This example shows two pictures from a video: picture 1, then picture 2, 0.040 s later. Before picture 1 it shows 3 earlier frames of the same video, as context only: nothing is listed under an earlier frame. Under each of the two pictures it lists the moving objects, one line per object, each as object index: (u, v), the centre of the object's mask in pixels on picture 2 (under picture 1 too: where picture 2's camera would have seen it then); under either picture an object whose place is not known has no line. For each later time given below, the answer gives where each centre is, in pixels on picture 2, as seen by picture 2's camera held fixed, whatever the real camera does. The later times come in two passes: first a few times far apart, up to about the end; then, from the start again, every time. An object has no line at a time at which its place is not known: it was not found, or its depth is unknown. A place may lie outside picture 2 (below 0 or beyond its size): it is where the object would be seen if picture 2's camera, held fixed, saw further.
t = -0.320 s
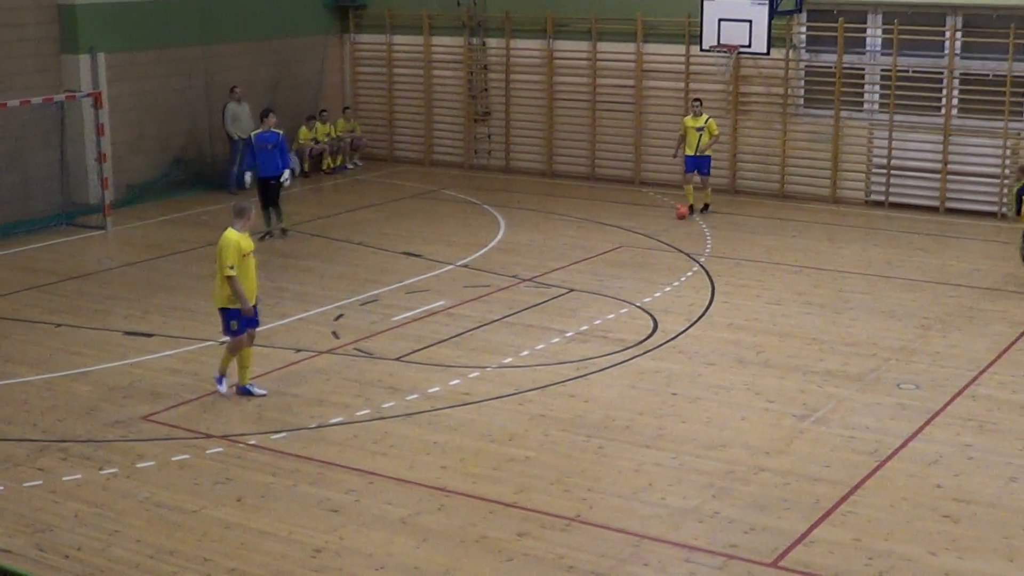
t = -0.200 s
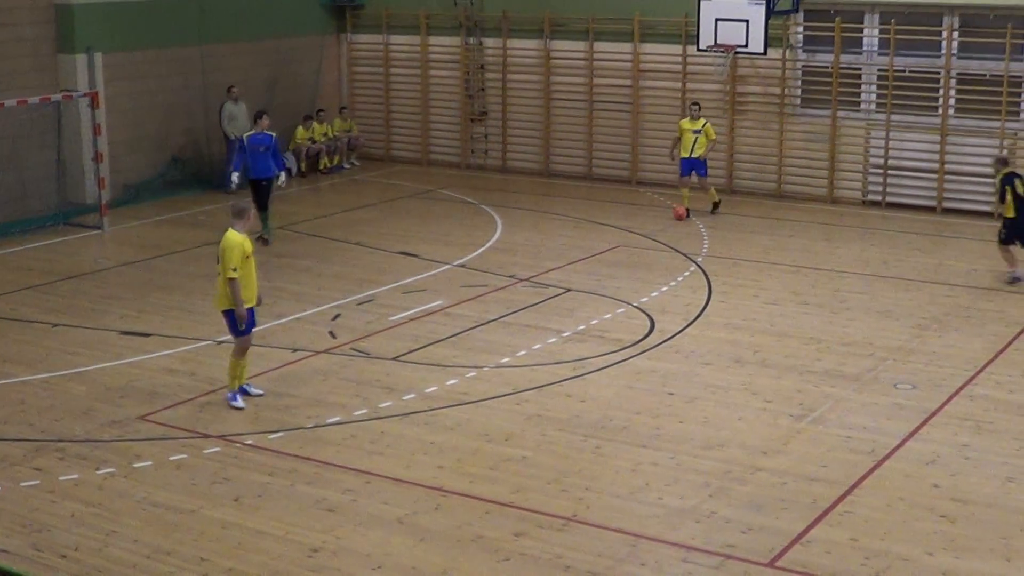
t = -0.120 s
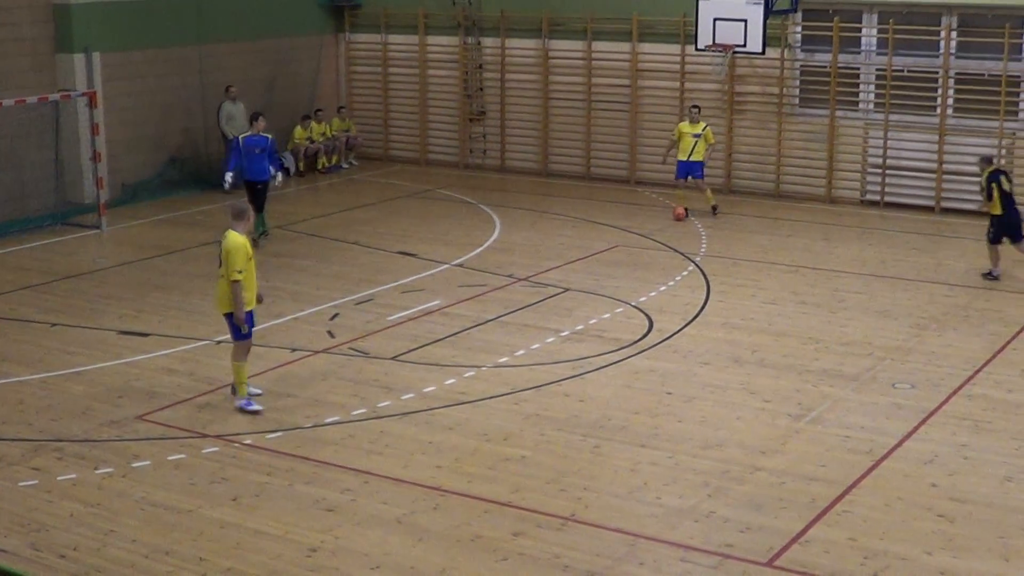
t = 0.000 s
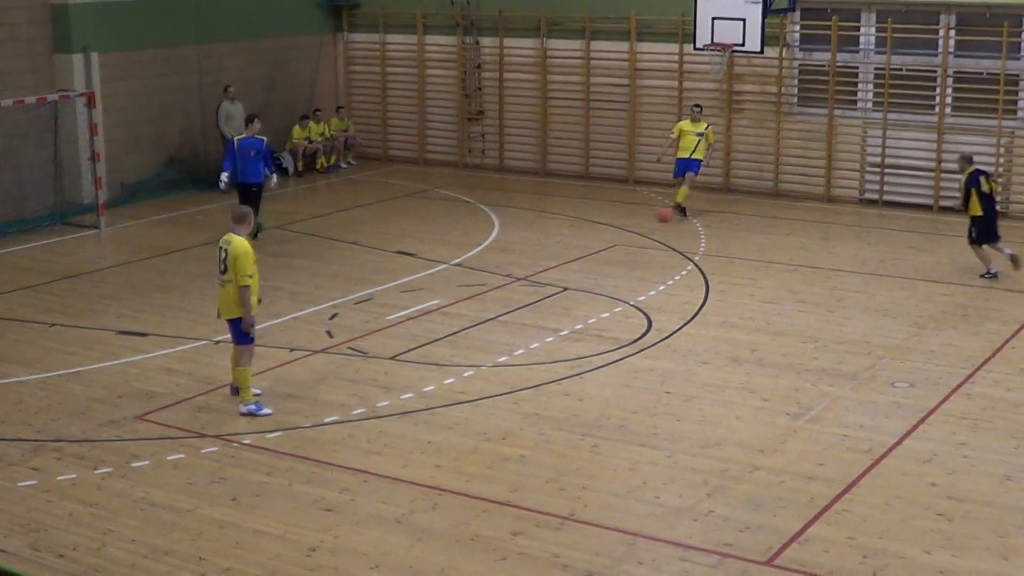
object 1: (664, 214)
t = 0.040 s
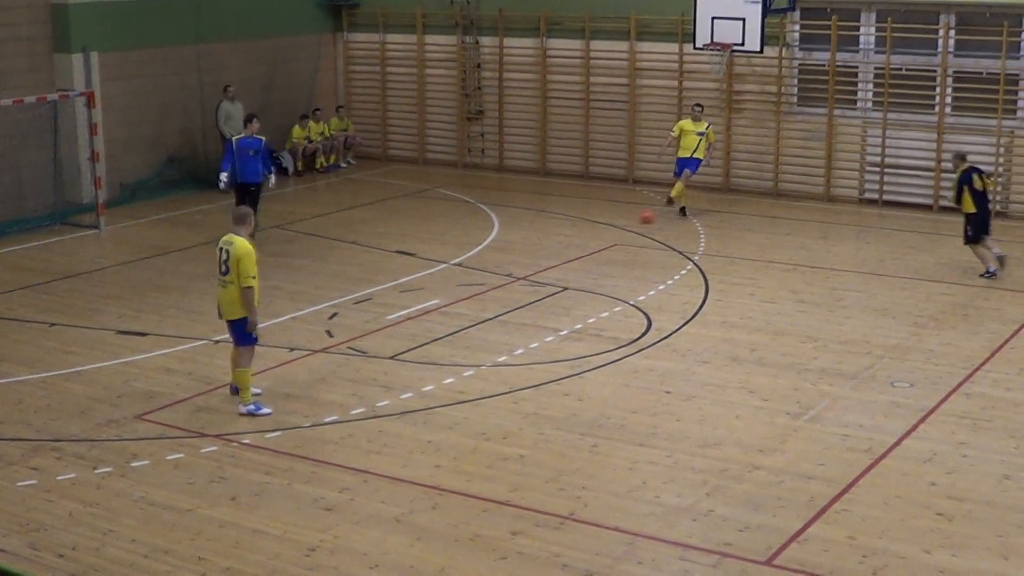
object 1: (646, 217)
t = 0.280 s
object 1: (549, 228)
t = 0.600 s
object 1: (437, 240)
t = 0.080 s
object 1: (630, 219)
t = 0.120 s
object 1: (614, 220)
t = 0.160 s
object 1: (596, 224)
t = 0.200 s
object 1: (580, 223)
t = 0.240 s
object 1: (565, 225)
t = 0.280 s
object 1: (549, 228)
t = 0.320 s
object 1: (535, 229)
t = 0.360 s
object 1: (518, 231)
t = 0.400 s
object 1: (503, 232)
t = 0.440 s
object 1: (489, 234)
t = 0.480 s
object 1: (474, 237)
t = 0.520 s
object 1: (462, 237)
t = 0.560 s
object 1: (449, 239)
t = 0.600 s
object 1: (437, 240)
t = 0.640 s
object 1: (424, 241)
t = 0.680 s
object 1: (412, 243)
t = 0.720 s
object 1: (400, 245)
